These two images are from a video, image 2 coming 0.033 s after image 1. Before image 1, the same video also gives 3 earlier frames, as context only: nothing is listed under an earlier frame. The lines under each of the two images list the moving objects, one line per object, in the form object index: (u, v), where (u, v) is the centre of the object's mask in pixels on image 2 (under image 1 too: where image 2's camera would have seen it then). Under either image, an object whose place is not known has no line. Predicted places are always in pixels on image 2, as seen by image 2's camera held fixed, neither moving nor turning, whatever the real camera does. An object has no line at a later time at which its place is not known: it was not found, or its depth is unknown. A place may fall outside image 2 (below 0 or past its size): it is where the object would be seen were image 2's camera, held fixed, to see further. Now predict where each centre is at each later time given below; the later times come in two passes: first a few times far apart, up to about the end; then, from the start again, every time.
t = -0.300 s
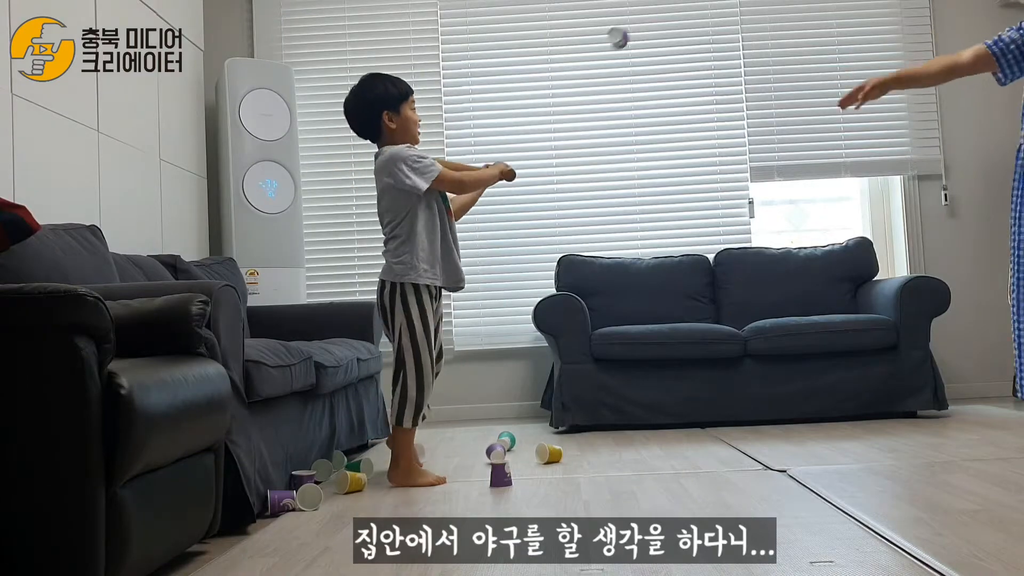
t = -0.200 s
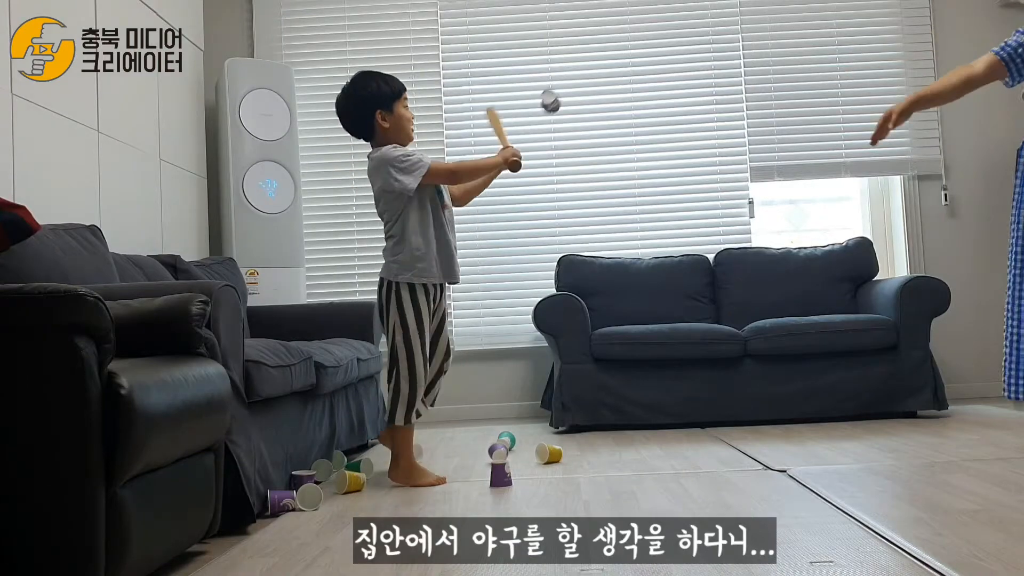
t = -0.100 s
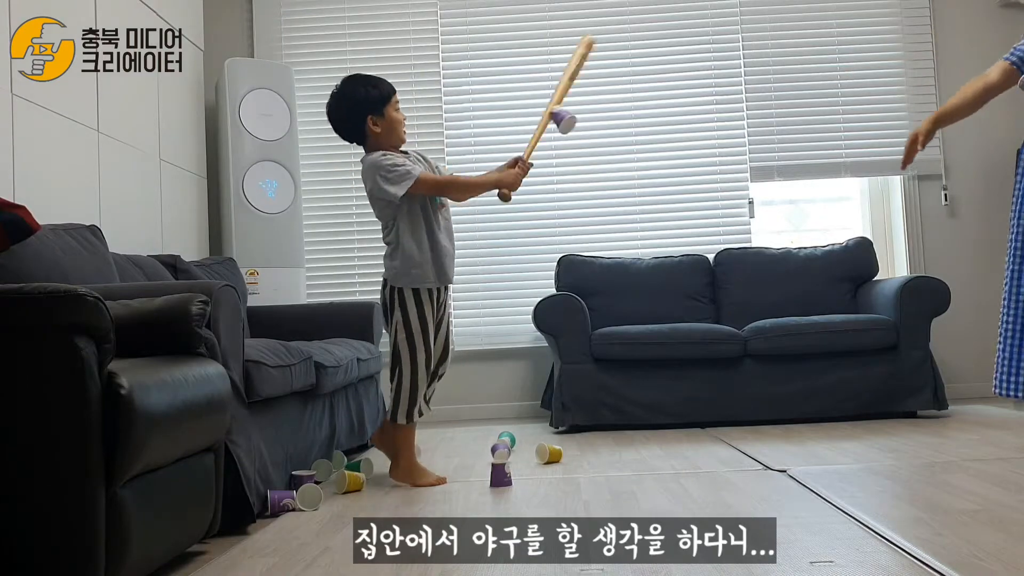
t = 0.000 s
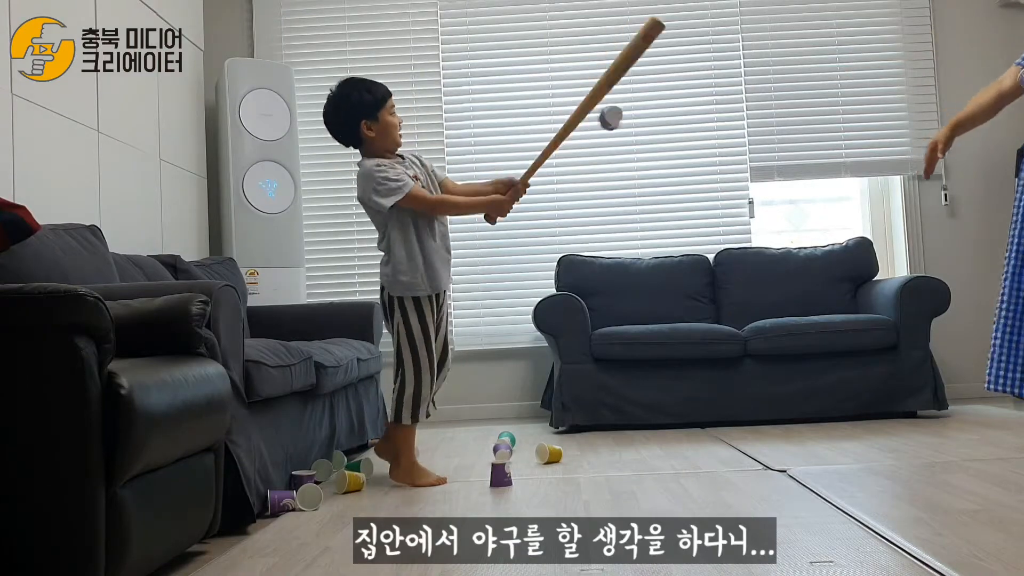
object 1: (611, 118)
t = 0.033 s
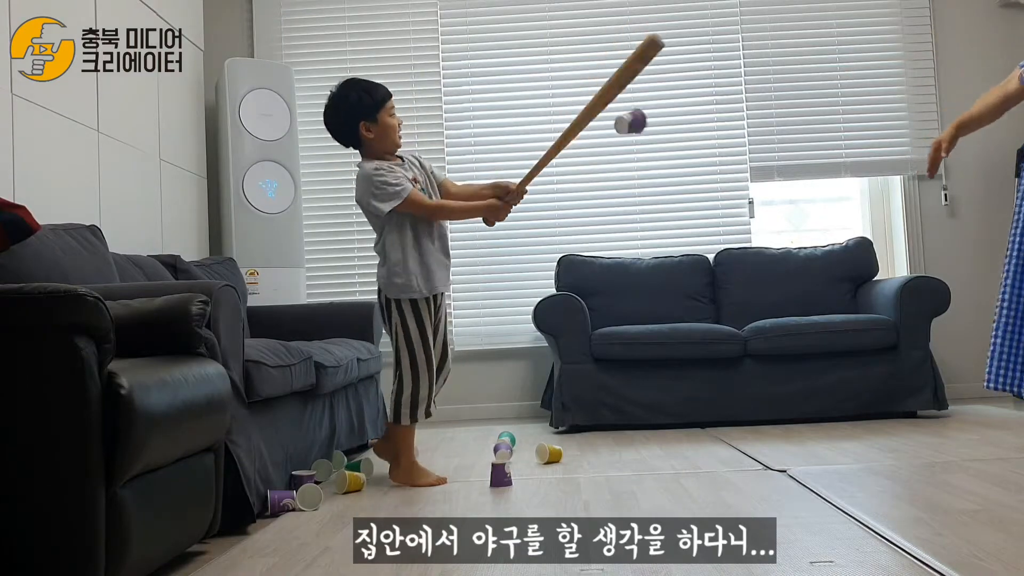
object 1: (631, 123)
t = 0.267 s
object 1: (736, 283)
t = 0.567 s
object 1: (820, 489)
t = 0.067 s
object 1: (647, 136)
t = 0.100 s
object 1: (664, 152)
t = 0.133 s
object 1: (677, 172)
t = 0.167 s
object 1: (690, 195)
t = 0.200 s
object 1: (703, 219)
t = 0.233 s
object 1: (722, 247)
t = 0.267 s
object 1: (736, 283)
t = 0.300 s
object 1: (749, 323)
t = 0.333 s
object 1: (760, 367)
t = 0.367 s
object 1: (769, 412)
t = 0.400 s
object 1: (777, 462)
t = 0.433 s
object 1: (788, 509)
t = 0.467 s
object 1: (798, 512)
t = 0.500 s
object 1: (808, 499)
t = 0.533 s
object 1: (814, 492)
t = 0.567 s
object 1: (820, 489)
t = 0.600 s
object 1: (826, 490)
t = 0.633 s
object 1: (832, 495)
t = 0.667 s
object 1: (839, 505)
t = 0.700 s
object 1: (845, 518)
